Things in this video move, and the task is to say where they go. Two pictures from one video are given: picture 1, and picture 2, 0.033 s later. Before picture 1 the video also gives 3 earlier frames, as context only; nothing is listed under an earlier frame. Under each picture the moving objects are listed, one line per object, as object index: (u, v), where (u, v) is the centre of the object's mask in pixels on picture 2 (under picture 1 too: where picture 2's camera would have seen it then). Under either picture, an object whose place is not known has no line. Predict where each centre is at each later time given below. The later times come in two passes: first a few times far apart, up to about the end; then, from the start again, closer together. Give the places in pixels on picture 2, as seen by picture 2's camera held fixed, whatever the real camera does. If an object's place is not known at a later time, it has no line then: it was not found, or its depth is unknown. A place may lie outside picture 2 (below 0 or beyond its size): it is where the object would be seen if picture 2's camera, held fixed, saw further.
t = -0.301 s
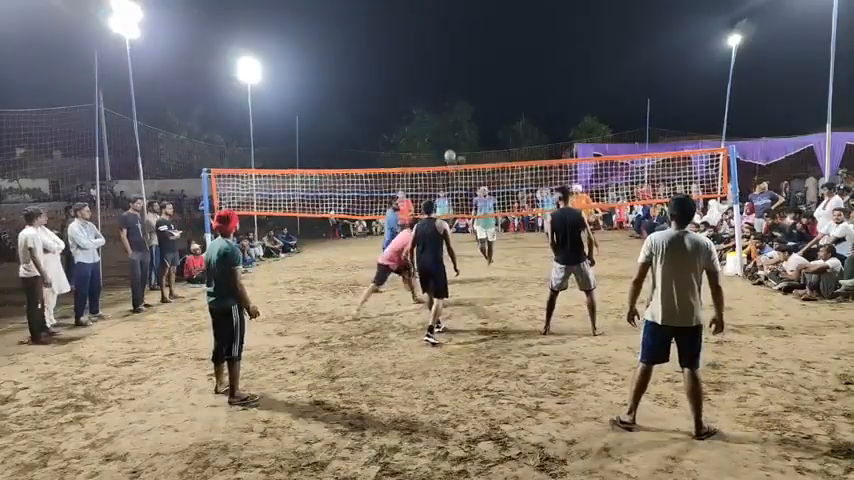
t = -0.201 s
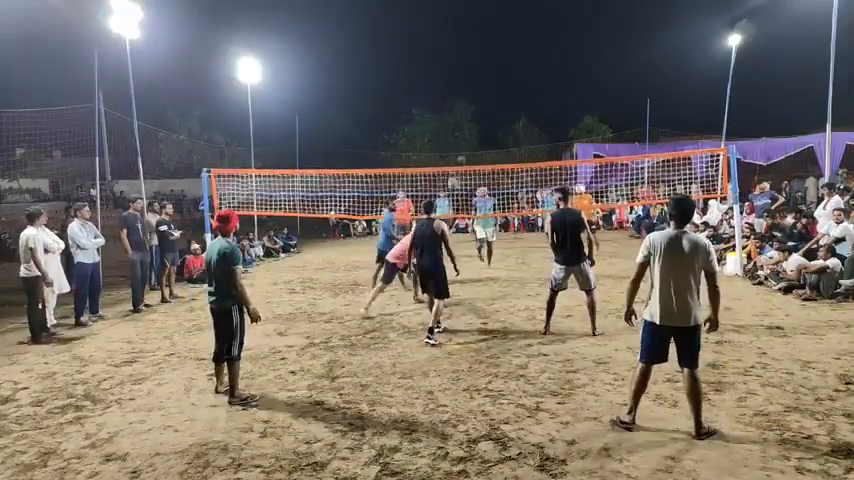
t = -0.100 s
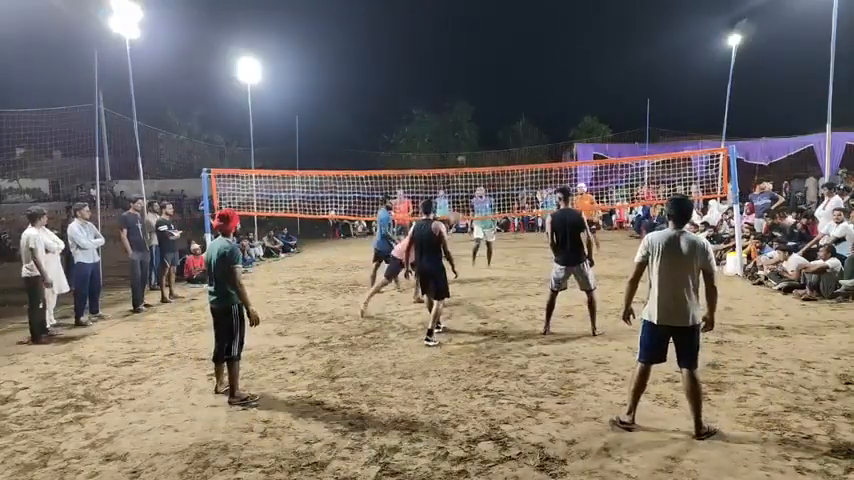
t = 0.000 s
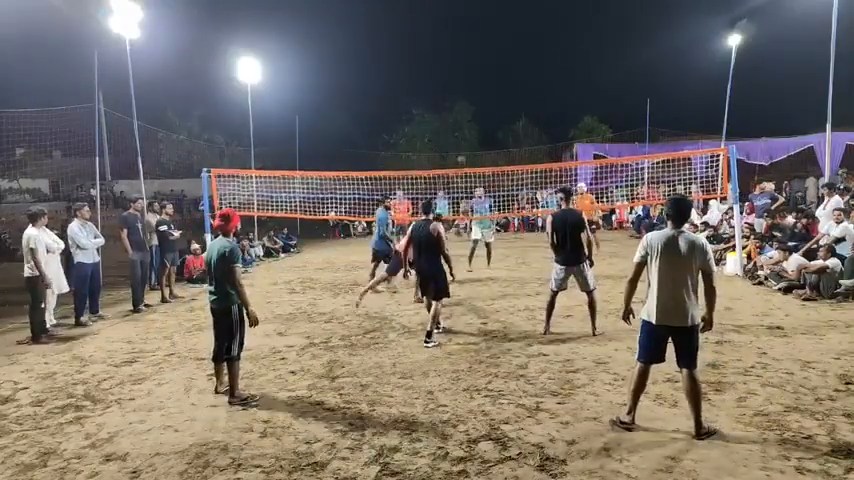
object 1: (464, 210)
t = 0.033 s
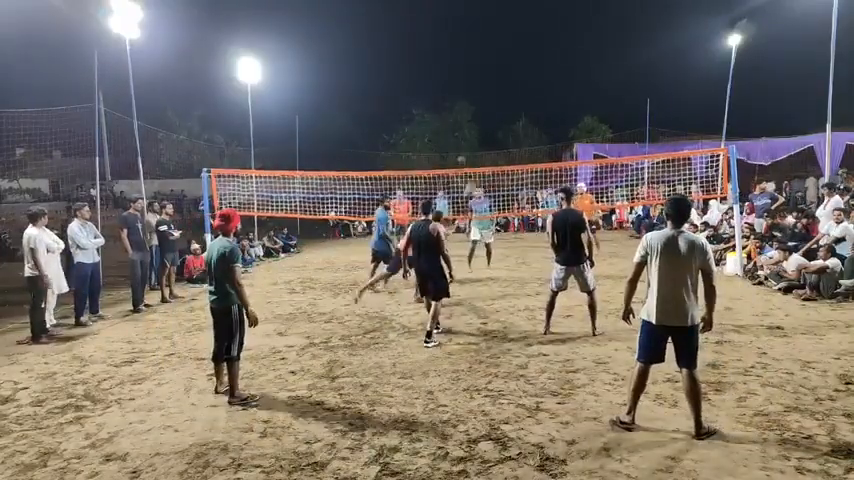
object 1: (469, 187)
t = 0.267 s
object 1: (500, 96)
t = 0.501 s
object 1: (525, 45)
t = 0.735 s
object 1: (546, 28)
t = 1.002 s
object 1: (566, 40)
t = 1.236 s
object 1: (582, 72)
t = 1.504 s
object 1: (597, 127)
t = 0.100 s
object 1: (479, 157)
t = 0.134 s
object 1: (484, 143)
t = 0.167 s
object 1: (488, 130)
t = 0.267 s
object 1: (500, 96)
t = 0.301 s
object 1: (504, 86)
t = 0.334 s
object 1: (508, 77)
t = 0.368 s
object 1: (511, 69)
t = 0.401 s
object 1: (515, 62)
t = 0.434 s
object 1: (518, 55)
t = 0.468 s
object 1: (522, 50)
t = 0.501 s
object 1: (525, 45)
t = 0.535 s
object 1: (528, 41)
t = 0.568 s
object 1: (531, 37)
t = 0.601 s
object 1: (534, 34)
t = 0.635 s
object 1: (537, 32)
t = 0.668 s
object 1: (540, 30)
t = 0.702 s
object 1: (543, 29)
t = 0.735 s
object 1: (546, 28)
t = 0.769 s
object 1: (549, 27)
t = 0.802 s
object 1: (551, 28)
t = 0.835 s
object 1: (554, 29)
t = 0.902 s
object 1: (559, 32)
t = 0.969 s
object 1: (564, 37)
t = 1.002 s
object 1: (566, 40)
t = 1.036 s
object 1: (568, 43)
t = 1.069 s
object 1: (571, 47)
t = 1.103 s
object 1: (573, 51)
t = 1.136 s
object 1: (575, 56)
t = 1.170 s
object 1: (577, 61)
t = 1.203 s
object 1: (580, 66)
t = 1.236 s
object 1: (582, 72)
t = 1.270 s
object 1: (583, 77)
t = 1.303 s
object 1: (586, 84)
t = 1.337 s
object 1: (587, 90)
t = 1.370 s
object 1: (589, 97)
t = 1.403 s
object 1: (591, 104)
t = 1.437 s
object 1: (593, 111)
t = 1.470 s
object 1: (595, 119)
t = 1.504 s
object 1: (597, 127)
